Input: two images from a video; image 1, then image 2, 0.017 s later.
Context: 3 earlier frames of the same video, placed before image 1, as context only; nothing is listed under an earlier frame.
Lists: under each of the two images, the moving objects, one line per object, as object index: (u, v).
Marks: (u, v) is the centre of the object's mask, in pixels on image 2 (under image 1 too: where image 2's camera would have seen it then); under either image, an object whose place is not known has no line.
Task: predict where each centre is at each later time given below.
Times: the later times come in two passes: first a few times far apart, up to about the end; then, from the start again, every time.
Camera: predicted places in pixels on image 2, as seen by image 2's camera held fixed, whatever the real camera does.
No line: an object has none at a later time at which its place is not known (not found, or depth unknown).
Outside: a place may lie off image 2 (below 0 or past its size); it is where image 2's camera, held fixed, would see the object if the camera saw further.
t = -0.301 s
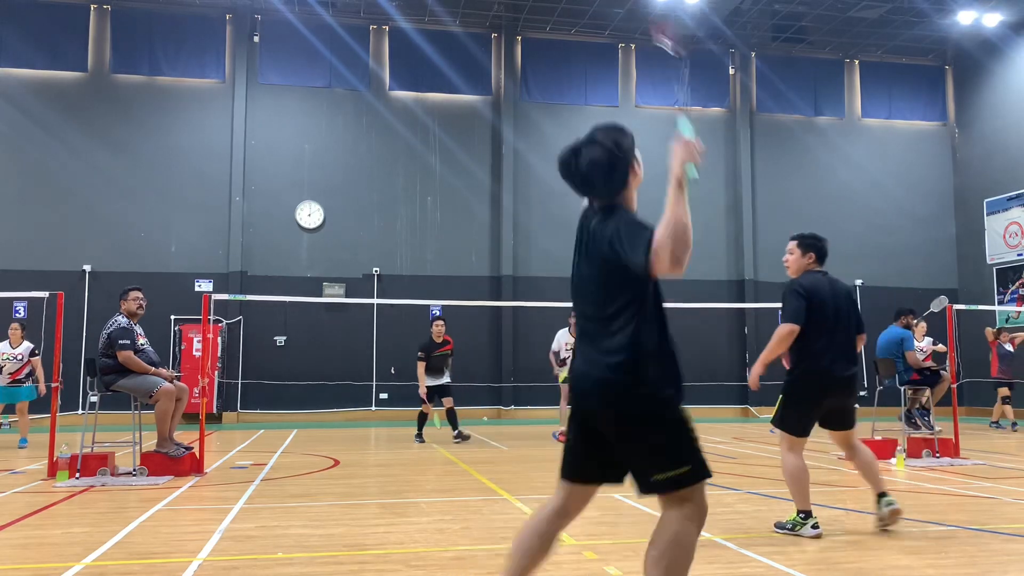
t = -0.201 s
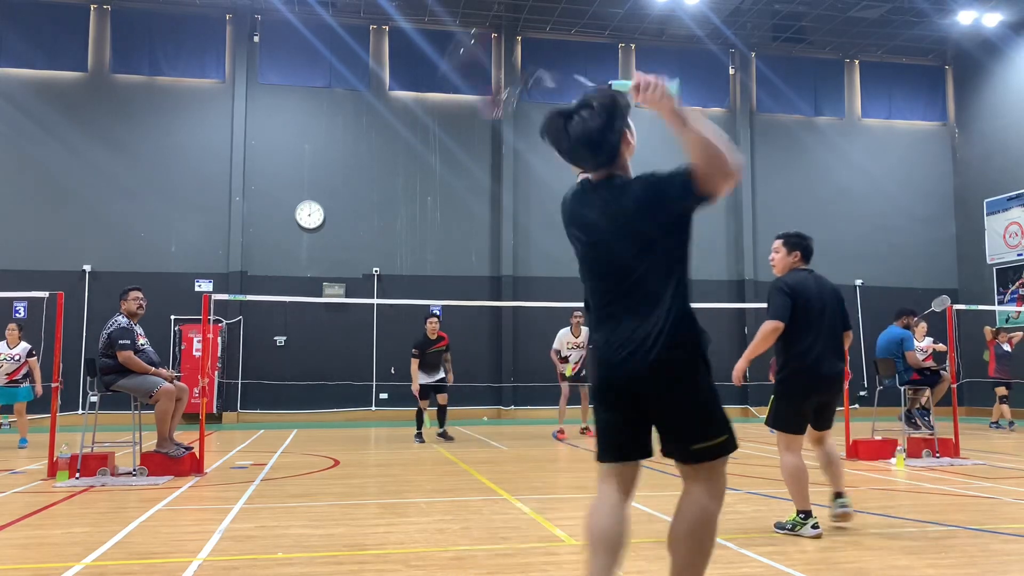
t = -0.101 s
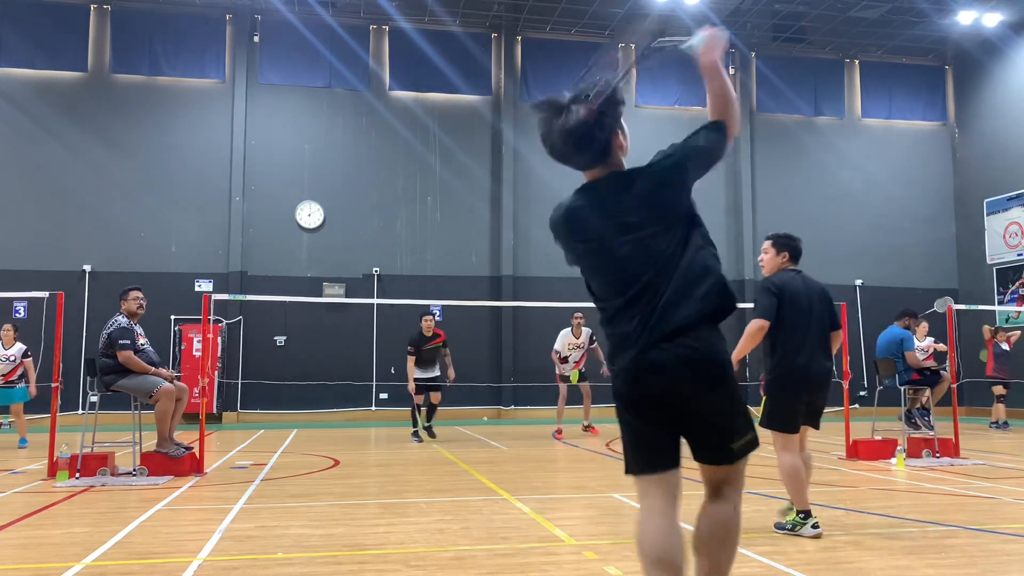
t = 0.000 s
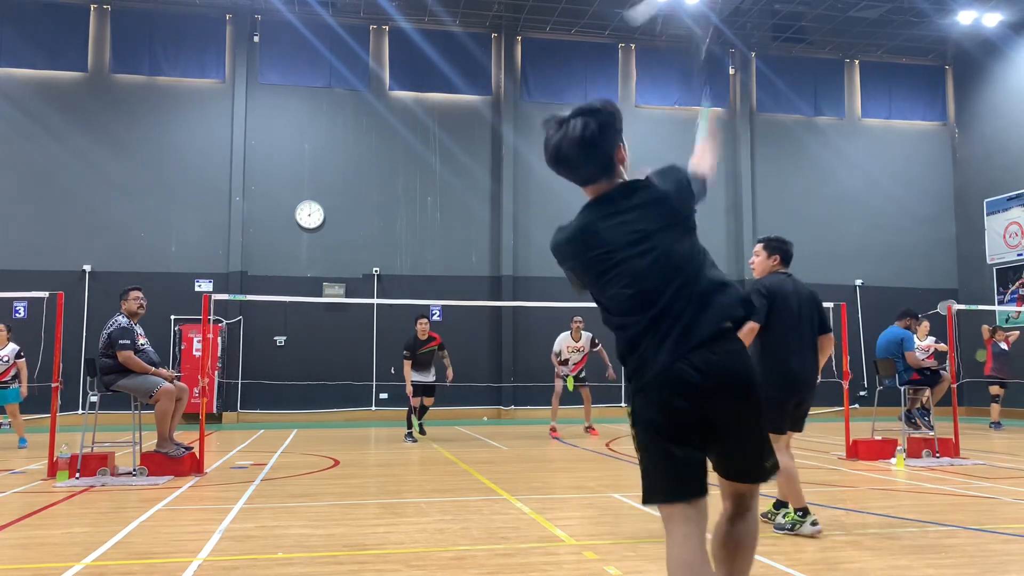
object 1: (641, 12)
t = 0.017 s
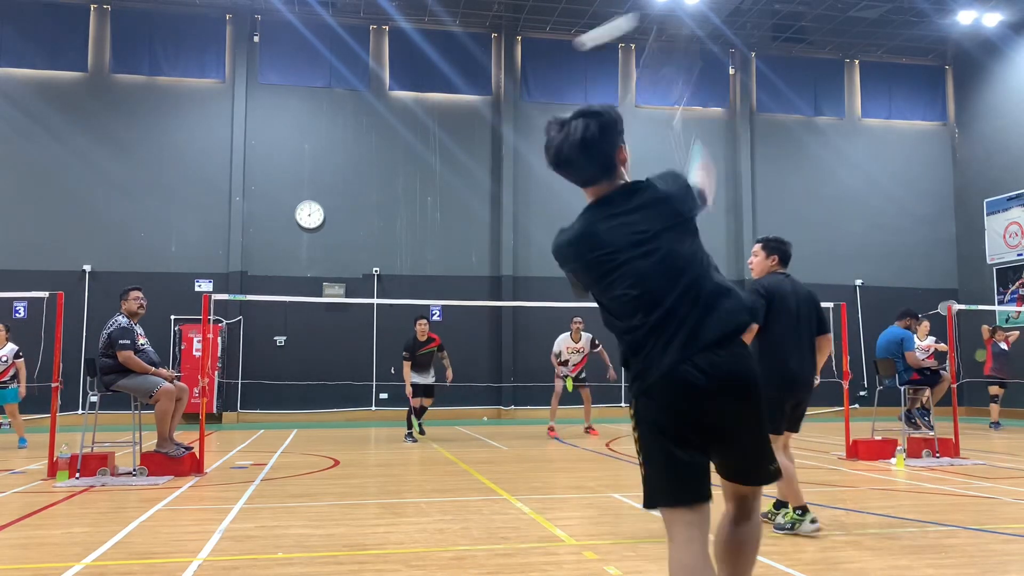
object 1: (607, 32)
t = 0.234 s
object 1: (391, 170)
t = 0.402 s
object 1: (354, 226)
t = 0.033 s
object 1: (561, 52)
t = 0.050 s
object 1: (527, 68)
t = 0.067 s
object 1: (504, 82)
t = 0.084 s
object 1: (484, 96)
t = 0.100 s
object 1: (467, 108)
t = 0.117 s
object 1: (453, 118)
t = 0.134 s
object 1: (441, 128)
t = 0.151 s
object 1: (430, 136)
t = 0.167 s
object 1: (420, 144)
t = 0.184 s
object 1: (411, 151)
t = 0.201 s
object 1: (403, 157)
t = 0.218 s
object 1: (397, 163)
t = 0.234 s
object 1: (391, 170)
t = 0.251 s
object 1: (385, 175)
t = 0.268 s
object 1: (380, 181)
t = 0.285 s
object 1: (376, 187)
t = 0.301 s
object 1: (372, 193)
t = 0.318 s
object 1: (368, 198)
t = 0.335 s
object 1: (365, 204)
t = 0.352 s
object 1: (362, 210)
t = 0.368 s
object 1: (359, 215)
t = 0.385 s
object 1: (357, 221)
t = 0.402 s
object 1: (354, 226)
